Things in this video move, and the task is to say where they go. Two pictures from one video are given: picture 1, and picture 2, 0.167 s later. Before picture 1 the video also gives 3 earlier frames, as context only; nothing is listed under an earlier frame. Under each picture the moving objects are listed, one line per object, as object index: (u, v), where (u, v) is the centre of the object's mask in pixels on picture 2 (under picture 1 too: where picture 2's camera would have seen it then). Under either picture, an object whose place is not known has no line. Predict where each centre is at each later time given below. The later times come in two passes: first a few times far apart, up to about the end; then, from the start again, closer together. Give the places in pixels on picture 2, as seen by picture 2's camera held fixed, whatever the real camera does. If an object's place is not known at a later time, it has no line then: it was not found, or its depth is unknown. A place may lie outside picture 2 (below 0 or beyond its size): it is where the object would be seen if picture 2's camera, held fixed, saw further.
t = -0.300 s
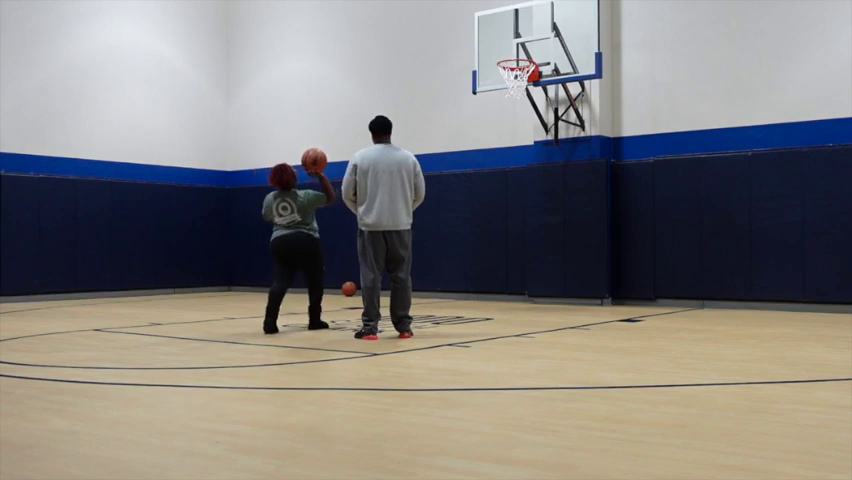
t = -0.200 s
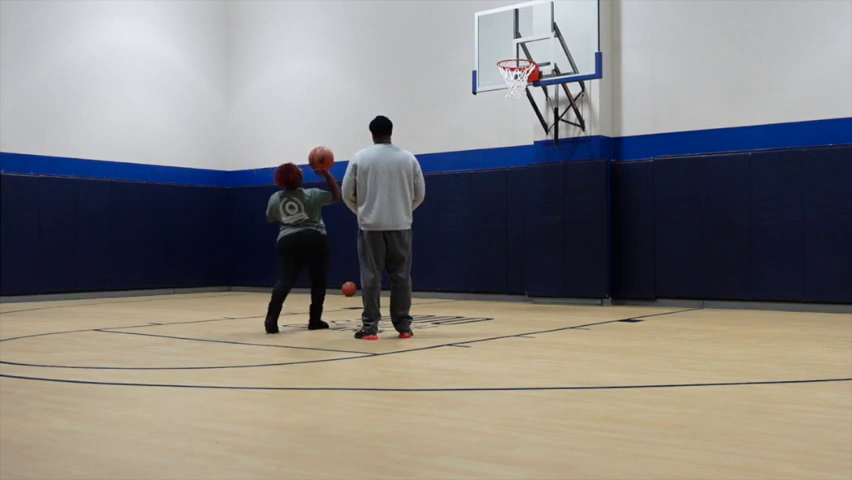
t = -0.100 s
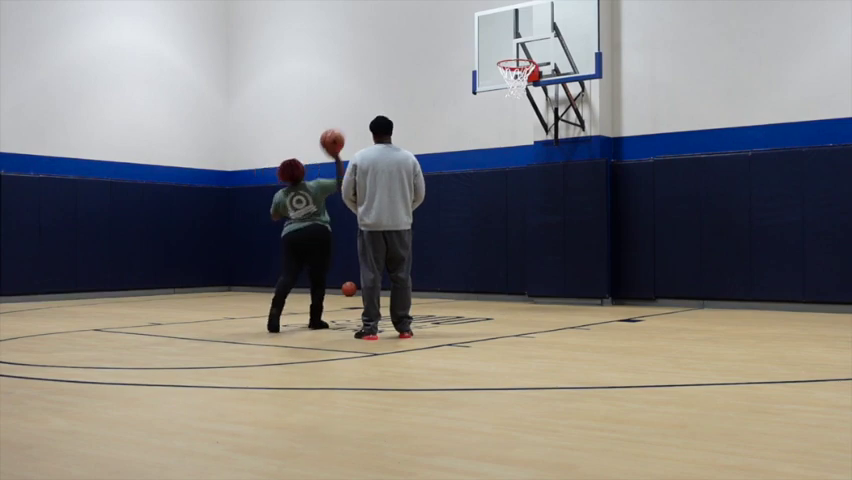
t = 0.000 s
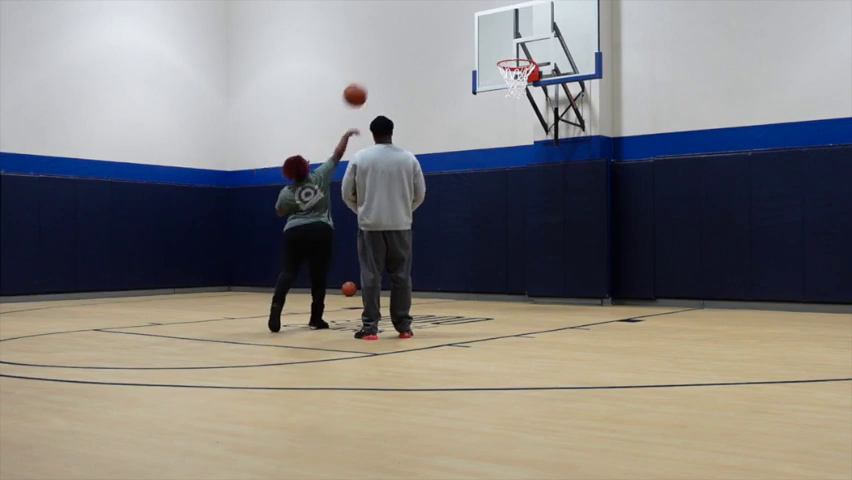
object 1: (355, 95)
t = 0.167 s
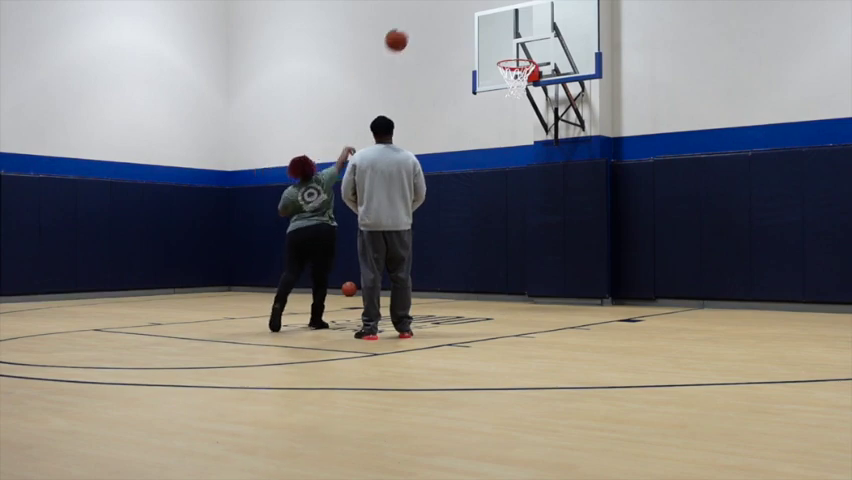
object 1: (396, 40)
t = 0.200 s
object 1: (404, 33)
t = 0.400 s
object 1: (446, 12)
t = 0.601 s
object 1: (483, 26)
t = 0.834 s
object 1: (517, 70)
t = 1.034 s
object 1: (527, 109)
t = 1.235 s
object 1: (535, 179)
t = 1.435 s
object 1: (543, 287)
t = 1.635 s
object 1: (544, 236)
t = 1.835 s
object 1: (544, 184)
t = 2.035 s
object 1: (543, 165)
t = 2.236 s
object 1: (542, 182)
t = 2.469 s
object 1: (542, 255)
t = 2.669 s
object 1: (541, 286)
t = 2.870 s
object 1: (539, 236)
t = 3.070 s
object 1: (538, 224)
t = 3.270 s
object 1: (536, 255)
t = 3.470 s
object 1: (535, 320)
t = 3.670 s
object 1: (531, 271)
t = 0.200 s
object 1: (404, 33)
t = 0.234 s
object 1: (411, 27)
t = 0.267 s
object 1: (419, 21)
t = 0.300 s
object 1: (426, 18)
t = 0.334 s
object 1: (433, 15)
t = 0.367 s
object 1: (439, 13)
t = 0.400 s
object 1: (446, 12)
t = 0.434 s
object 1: (453, 12)
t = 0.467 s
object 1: (459, 13)
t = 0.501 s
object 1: (465, 16)
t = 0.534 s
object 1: (471, 18)
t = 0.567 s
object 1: (478, 22)
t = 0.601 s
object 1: (483, 26)
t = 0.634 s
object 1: (489, 32)
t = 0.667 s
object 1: (495, 38)
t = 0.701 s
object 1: (500, 45)
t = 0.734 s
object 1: (506, 52)
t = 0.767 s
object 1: (511, 56)
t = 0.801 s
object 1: (515, 66)
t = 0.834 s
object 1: (517, 70)
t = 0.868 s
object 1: (519, 73)
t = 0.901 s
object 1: (522, 81)
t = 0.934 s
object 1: (524, 87)
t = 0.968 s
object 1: (525, 93)
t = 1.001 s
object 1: (526, 100)
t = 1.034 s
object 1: (527, 109)
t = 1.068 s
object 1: (529, 118)
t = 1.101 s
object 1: (530, 128)
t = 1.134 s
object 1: (531, 139)
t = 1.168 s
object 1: (533, 152)
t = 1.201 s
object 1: (534, 164)
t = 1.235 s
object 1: (535, 179)
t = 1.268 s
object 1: (536, 194)
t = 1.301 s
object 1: (537, 211)
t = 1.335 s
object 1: (539, 228)
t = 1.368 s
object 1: (540, 247)
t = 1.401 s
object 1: (542, 267)
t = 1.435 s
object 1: (543, 287)
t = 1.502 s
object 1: (545, 288)
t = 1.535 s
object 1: (545, 274)
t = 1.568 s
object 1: (545, 261)
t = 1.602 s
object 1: (544, 248)
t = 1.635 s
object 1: (544, 236)
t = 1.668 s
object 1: (544, 225)
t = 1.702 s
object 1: (544, 215)
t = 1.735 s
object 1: (544, 206)
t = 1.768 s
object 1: (544, 197)
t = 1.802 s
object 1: (544, 190)
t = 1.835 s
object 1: (544, 184)
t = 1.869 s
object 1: (544, 178)
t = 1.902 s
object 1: (543, 174)
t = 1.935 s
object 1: (543, 170)
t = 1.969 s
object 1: (543, 167)
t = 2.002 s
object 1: (543, 166)
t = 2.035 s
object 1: (543, 165)
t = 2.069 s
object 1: (543, 165)
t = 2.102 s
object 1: (543, 166)
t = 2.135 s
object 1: (543, 169)
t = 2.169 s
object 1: (543, 172)
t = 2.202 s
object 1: (543, 177)
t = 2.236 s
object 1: (542, 182)
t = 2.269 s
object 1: (542, 189)
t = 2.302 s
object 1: (542, 197)
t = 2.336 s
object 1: (542, 206)
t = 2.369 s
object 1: (542, 217)
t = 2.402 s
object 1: (542, 228)
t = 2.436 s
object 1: (542, 241)
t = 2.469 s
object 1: (542, 255)
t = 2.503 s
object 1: (542, 270)
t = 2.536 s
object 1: (542, 286)
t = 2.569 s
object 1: (542, 303)
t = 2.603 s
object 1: (542, 312)
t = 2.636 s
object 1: (541, 298)
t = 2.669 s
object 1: (541, 286)
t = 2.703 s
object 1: (541, 276)
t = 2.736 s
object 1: (541, 266)
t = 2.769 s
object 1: (540, 257)
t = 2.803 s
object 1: (540, 249)
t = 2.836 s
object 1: (540, 241)
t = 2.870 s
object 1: (539, 236)
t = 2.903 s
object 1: (539, 231)
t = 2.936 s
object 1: (538, 227)
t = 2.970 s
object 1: (538, 224)
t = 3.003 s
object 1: (538, 223)
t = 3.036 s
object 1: (538, 223)
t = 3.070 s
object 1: (538, 224)
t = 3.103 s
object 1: (537, 226)
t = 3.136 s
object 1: (537, 229)
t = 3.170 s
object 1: (537, 234)
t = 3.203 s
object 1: (537, 240)
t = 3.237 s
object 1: (537, 247)
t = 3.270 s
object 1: (536, 255)
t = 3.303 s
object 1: (536, 265)
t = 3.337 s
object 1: (536, 277)
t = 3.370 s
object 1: (536, 288)
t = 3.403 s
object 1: (535, 302)
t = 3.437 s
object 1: (535, 318)
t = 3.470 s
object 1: (535, 320)
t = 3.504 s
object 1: (534, 308)
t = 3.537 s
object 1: (533, 298)
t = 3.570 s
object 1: (533, 289)
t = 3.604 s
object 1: (533, 282)
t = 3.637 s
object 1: (532, 276)
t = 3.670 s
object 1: (531, 271)
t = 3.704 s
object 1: (531, 267)
